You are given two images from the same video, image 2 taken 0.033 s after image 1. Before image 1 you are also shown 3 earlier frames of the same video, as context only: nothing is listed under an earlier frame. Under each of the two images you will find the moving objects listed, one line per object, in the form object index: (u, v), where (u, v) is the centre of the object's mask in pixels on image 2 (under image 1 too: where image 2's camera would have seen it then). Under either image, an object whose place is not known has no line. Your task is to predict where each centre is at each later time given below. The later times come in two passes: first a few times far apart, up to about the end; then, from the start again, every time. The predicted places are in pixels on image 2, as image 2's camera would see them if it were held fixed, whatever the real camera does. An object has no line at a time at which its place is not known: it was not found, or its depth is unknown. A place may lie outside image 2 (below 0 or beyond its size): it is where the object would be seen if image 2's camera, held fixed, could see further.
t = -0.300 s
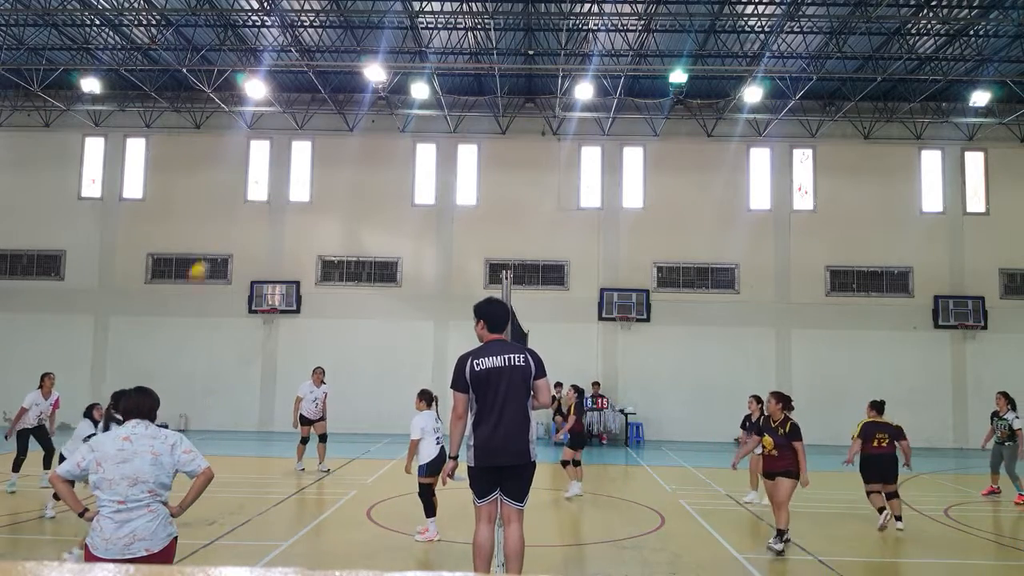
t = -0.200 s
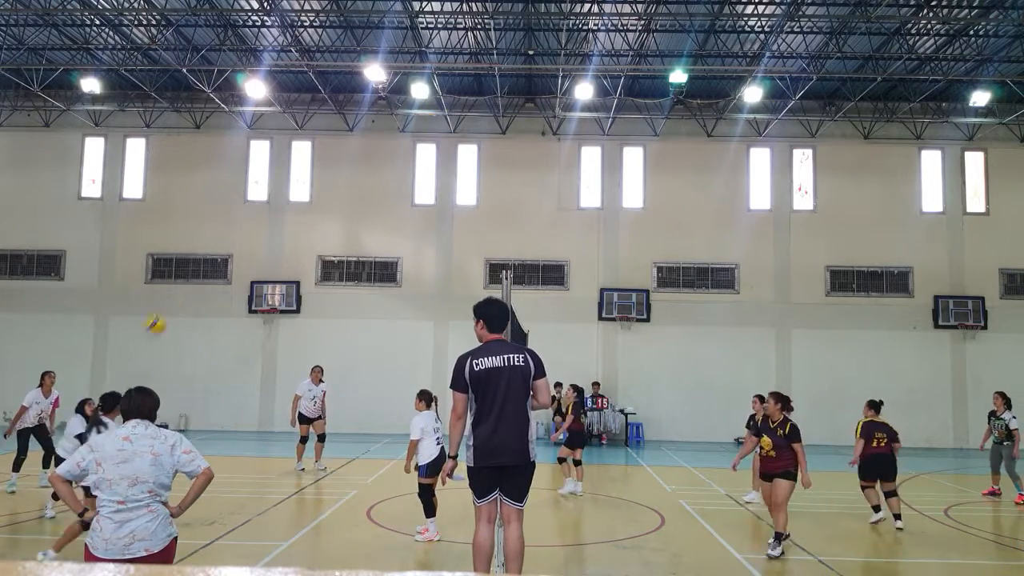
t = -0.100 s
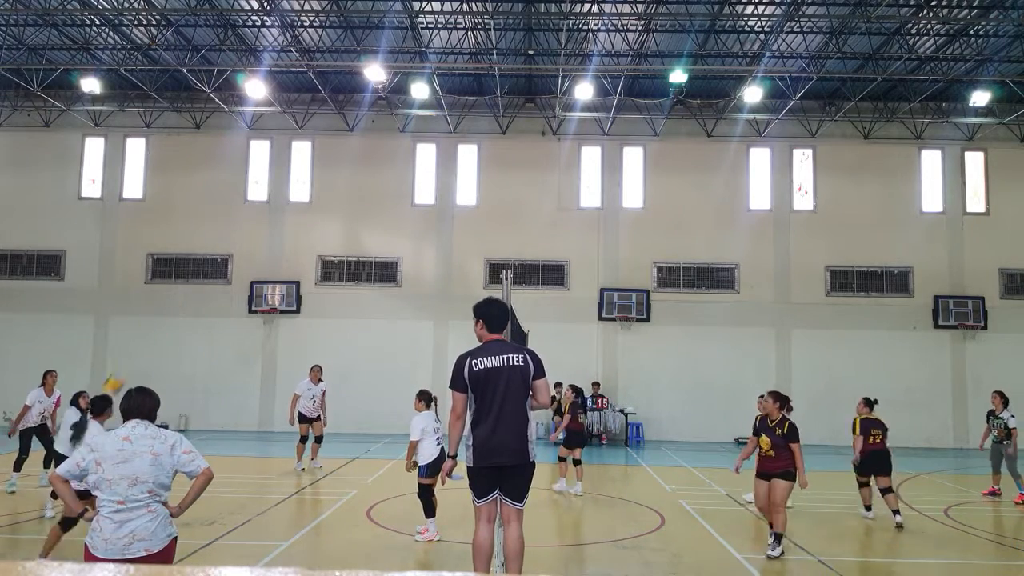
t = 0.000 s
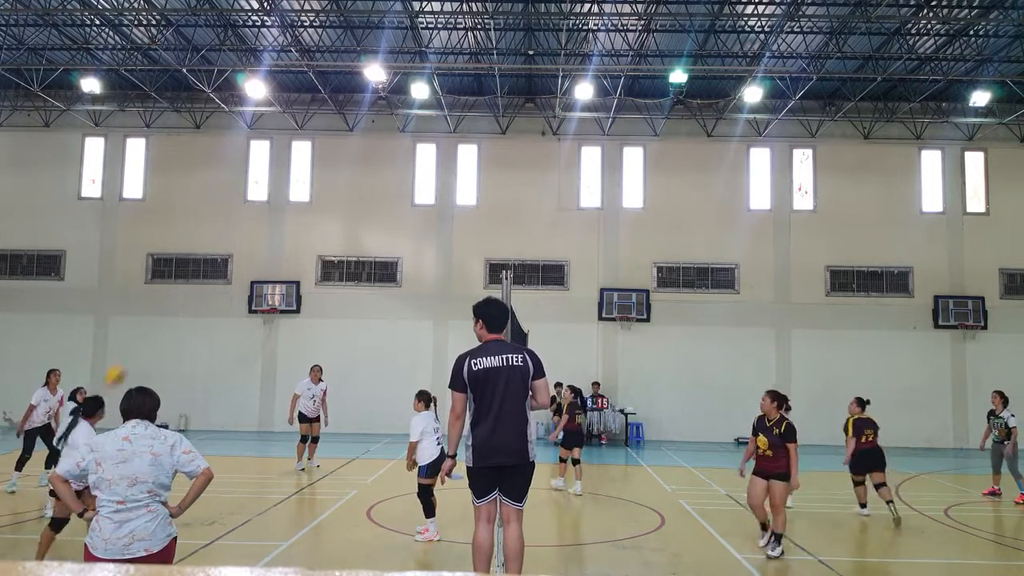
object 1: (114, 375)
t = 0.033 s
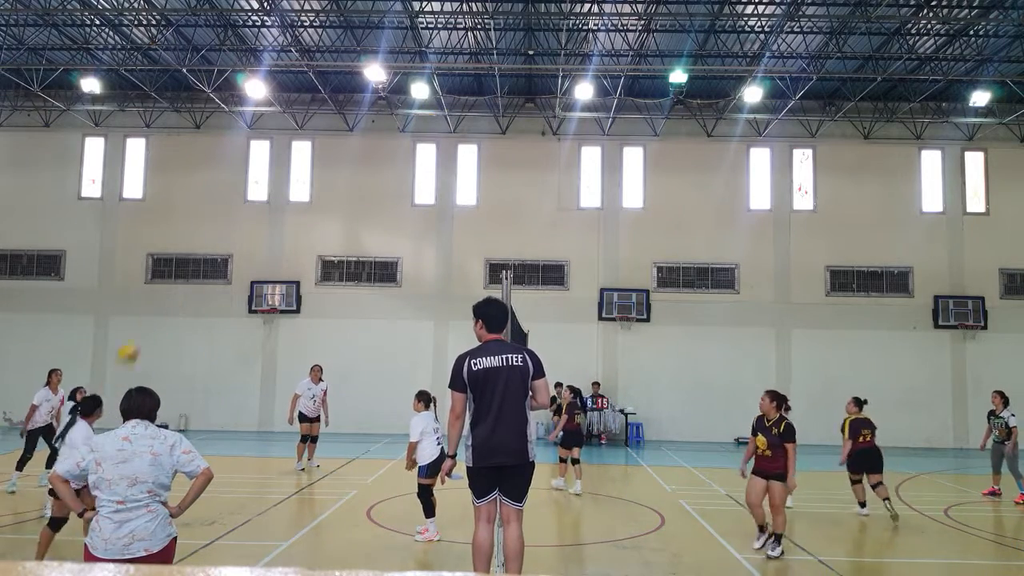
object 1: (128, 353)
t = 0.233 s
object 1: (200, 249)
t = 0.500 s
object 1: (283, 175)
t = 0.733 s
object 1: (346, 159)
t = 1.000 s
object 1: (407, 192)
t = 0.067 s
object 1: (141, 332)
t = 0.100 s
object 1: (153, 314)
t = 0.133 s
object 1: (166, 295)
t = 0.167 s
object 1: (178, 278)
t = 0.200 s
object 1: (189, 263)
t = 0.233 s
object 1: (200, 249)
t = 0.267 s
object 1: (213, 237)
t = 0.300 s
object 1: (223, 224)
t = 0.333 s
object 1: (234, 213)
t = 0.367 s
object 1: (244, 207)
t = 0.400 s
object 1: (254, 197)
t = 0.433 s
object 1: (264, 187)
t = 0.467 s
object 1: (275, 181)
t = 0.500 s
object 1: (283, 175)
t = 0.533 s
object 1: (292, 170)
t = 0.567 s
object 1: (303, 166)
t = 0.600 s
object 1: (313, 163)
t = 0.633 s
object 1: (321, 161)
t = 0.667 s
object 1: (329, 159)
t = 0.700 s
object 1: (338, 159)
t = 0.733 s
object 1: (346, 159)
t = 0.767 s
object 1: (354, 161)
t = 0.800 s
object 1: (363, 162)
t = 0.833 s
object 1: (371, 166)
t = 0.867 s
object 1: (378, 170)
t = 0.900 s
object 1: (386, 174)
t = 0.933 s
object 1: (393, 179)
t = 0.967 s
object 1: (401, 185)
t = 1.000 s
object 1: (407, 192)
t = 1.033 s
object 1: (416, 200)
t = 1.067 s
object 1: (424, 209)
